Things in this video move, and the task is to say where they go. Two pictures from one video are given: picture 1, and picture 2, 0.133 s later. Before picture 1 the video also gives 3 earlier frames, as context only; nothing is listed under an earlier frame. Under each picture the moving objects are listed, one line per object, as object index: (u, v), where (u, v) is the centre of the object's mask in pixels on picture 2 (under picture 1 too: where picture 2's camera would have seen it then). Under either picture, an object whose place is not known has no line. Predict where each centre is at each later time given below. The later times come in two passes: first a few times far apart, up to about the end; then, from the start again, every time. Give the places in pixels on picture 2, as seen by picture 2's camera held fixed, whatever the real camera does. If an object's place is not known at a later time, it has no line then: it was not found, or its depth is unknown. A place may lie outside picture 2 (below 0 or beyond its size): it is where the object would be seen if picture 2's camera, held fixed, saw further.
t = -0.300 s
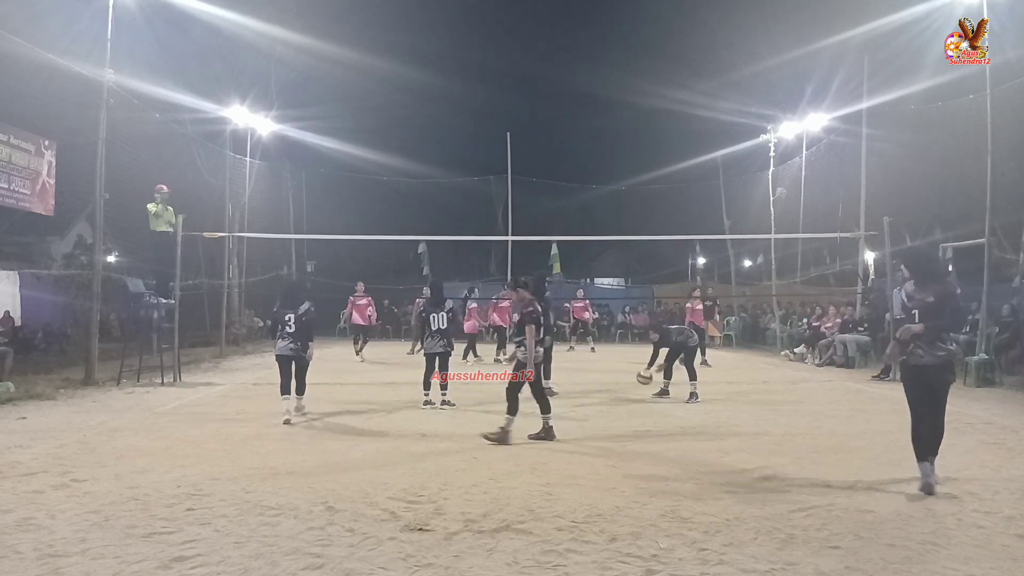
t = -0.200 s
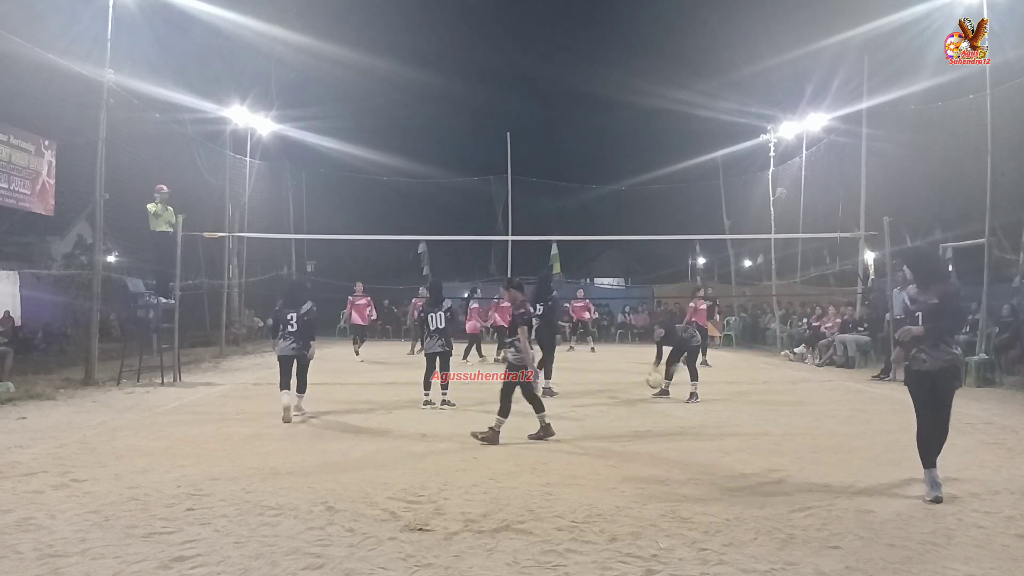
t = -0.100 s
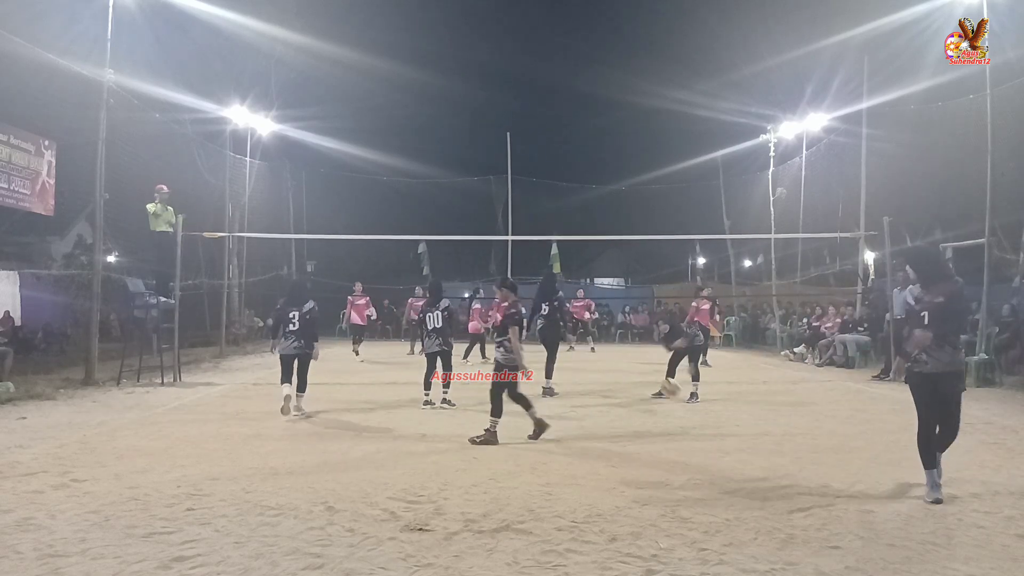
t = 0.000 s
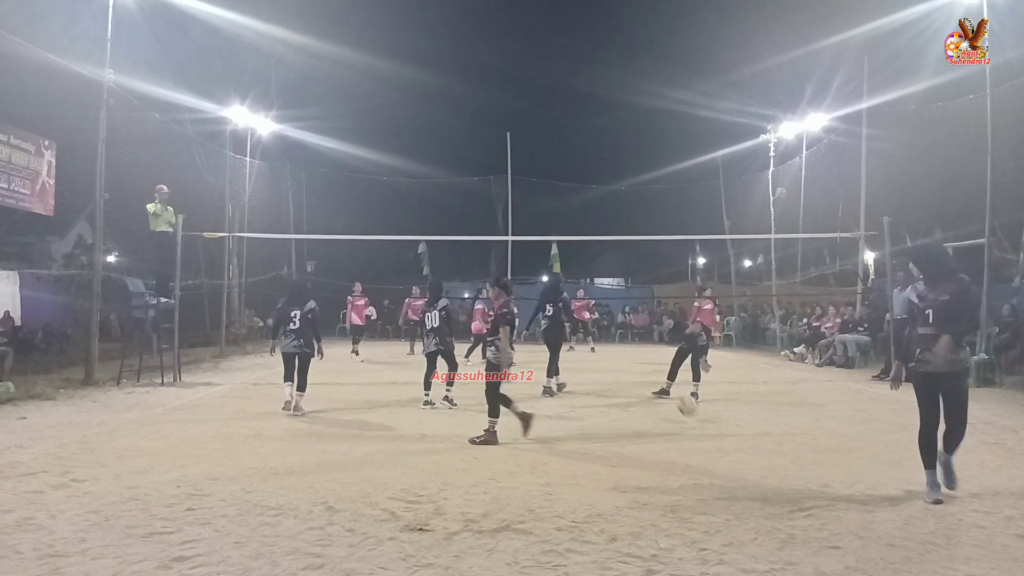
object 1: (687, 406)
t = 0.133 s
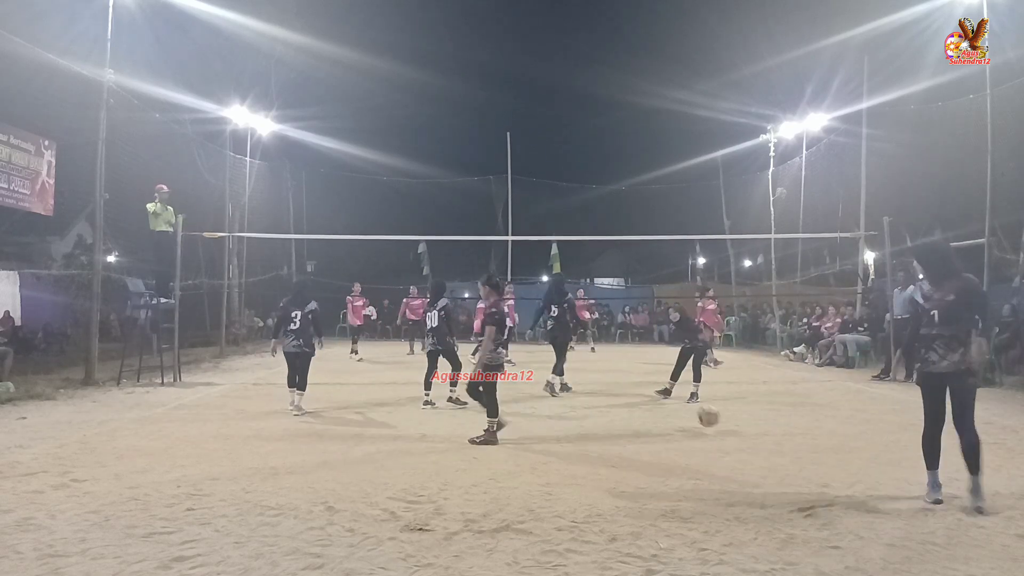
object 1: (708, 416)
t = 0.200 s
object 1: (718, 424)
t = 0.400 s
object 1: (750, 446)
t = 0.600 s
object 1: (791, 468)
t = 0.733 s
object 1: (824, 486)
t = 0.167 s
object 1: (712, 419)
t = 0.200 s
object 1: (718, 424)
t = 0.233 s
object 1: (723, 428)
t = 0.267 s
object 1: (729, 434)
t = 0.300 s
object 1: (735, 435)
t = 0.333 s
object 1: (739, 437)
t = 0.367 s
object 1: (744, 441)
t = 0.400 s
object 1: (750, 446)
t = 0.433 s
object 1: (757, 450)
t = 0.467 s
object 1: (763, 452)
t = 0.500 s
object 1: (770, 457)
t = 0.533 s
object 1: (776, 460)
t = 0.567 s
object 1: (784, 464)
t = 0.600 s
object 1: (791, 468)
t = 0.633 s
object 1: (799, 473)
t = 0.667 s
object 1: (807, 476)
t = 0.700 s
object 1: (815, 482)
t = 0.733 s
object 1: (824, 486)
